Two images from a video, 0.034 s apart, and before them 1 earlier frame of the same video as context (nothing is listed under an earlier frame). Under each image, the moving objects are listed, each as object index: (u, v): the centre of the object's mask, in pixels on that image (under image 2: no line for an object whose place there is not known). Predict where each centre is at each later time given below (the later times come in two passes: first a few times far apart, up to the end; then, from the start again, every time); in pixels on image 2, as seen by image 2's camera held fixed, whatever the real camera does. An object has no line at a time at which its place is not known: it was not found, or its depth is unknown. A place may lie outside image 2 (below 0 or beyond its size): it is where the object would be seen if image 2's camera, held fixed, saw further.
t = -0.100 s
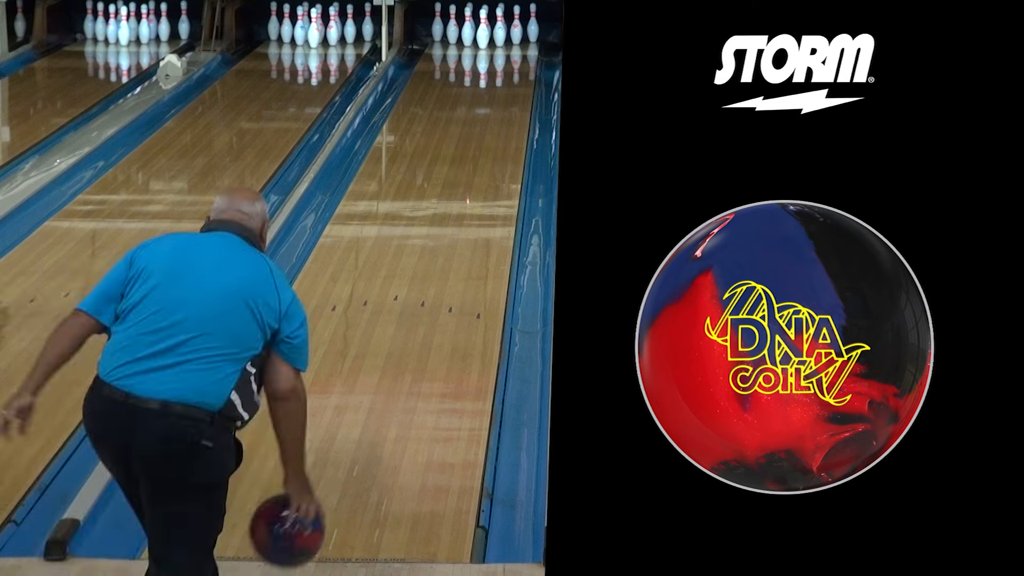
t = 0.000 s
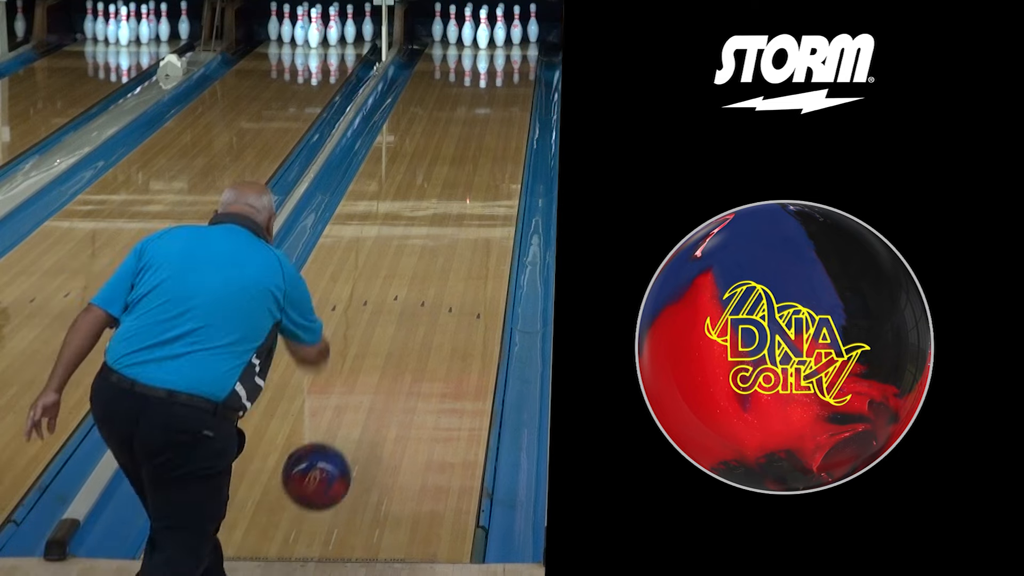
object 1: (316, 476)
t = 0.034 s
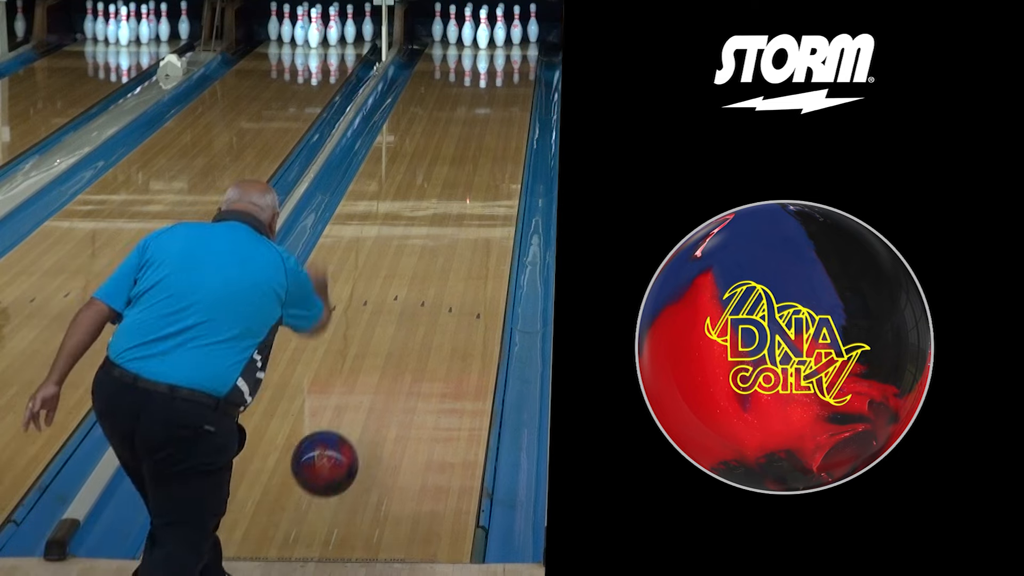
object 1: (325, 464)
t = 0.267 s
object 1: (372, 416)
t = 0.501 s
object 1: (406, 332)
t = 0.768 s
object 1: (434, 261)
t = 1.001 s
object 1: (453, 214)
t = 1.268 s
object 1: (469, 171)
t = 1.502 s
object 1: (480, 139)
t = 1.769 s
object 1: (489, 110)
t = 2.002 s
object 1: (495, 87)
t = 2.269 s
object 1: (497, 66)
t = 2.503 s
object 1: (494, 50)
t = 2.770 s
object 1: (489, 37)
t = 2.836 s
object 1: (486, 35)
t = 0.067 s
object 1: (332, 455)
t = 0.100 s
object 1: (340, 449)
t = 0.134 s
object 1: (347, 447)
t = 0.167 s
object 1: (354, 448)
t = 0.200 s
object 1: (360, 444)
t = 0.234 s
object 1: (366, 429)
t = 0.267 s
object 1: (372, 416)
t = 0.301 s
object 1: (378, 402)
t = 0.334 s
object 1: (383, 389)
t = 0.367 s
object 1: (388, 377)
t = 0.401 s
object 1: (393, 365)
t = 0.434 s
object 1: (397, 354)
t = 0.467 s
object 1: (402, 343)
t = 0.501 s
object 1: (406, 332)
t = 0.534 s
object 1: (410, 322)
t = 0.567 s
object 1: (414, 312)
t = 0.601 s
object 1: (417, 303)
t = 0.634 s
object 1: (421, 294)
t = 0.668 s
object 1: (425, 285)
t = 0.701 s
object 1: (428, 277)
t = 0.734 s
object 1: (431, 269)
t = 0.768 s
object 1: (434, 261)
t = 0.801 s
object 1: (437, 253)
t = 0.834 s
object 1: (440, 246)
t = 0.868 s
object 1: (443, 240)
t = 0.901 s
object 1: (445, 233)
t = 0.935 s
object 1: (448, 226)
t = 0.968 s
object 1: (450, 220)
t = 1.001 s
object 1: (453, 214)
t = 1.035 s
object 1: (455, 208)
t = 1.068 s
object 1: (457, 202)
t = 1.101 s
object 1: (459, 197)
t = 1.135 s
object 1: (461, 191)
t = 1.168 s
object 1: (463, 186)
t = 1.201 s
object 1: (465, 181)
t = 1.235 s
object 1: (467, 176)
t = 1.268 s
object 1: (469, 171)
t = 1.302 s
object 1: (471, 166)
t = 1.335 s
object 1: (472, 161)
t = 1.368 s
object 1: (474, 156)
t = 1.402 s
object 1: (475, 152)
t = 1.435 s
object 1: (477, 148)
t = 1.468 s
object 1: (478, 144)
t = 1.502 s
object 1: (480, 139)
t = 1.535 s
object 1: (481, 135)
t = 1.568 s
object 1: (482, 131)
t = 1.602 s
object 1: (484, 127)
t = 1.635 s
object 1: (485, 124)
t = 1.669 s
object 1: (486, 120)
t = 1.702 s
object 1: (487, 117)
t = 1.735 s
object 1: (488, 113)
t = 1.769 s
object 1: (489, 110)
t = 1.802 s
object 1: (490, 106)
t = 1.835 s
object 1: (492, 103)
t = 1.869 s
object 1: (493, 100)
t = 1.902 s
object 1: (494, 97)
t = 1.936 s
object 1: (494, 93)
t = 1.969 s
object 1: (495, 90)
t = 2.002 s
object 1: (495, 87)
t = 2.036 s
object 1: (496, 84)
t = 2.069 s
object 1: (496, 81)
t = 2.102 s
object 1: (496, 78)
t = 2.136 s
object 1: (496, 76)
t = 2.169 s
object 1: (496, 73)
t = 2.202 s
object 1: (497, 71)
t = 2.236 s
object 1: (497, 68)
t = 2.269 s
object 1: (497, 66)
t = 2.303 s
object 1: (497, 63)
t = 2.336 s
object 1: (497, 61)
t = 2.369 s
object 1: (496, 59)
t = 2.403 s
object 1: (495, 57)
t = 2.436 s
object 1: (495, 55)
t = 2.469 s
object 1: (495, 53)
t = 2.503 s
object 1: (494, 50)
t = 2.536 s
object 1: (493, 48)
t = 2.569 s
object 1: (492, 46)
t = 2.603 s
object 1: (491, 44)
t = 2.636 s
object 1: (490, 42)
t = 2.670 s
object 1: (489, 41)
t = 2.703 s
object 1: (488, 39)
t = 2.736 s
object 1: (488, 38)
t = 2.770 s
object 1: (489, 37)
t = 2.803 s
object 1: (487, 36)
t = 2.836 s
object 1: (486, 35)
